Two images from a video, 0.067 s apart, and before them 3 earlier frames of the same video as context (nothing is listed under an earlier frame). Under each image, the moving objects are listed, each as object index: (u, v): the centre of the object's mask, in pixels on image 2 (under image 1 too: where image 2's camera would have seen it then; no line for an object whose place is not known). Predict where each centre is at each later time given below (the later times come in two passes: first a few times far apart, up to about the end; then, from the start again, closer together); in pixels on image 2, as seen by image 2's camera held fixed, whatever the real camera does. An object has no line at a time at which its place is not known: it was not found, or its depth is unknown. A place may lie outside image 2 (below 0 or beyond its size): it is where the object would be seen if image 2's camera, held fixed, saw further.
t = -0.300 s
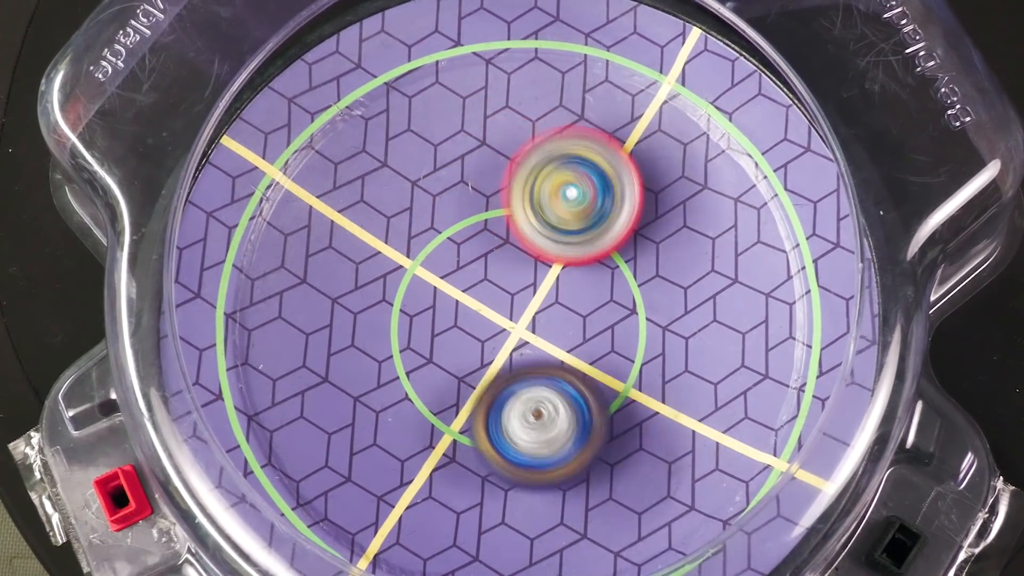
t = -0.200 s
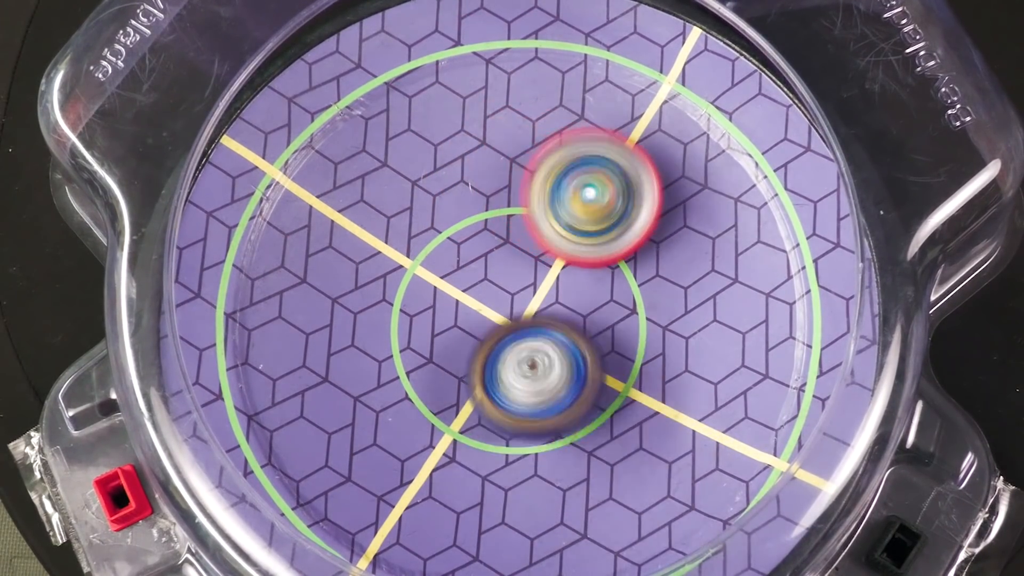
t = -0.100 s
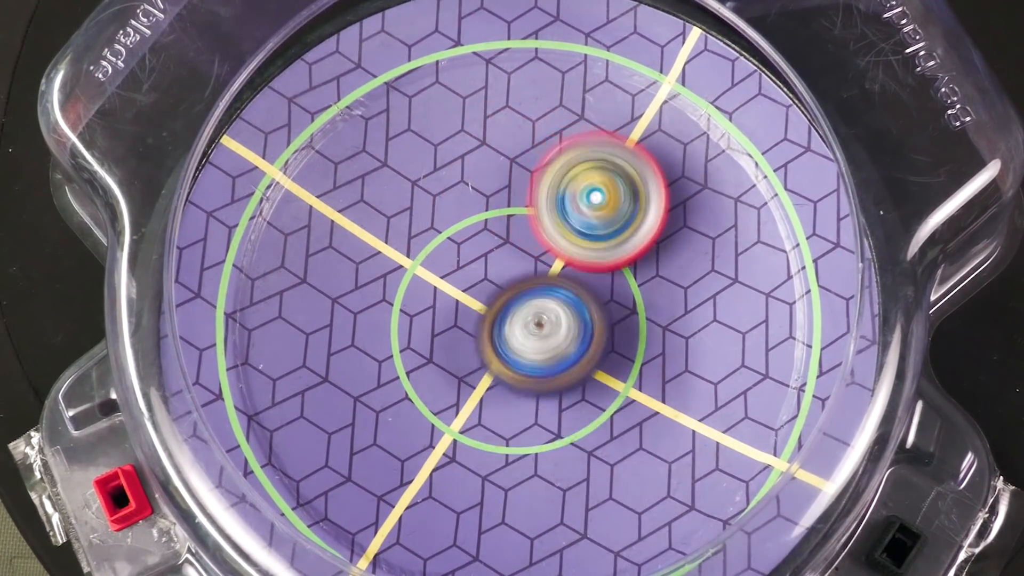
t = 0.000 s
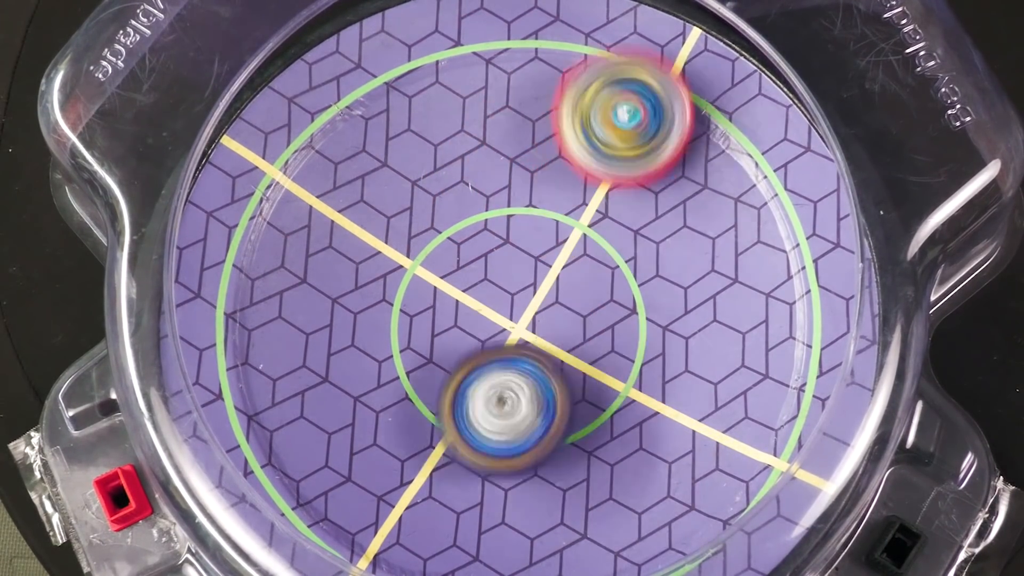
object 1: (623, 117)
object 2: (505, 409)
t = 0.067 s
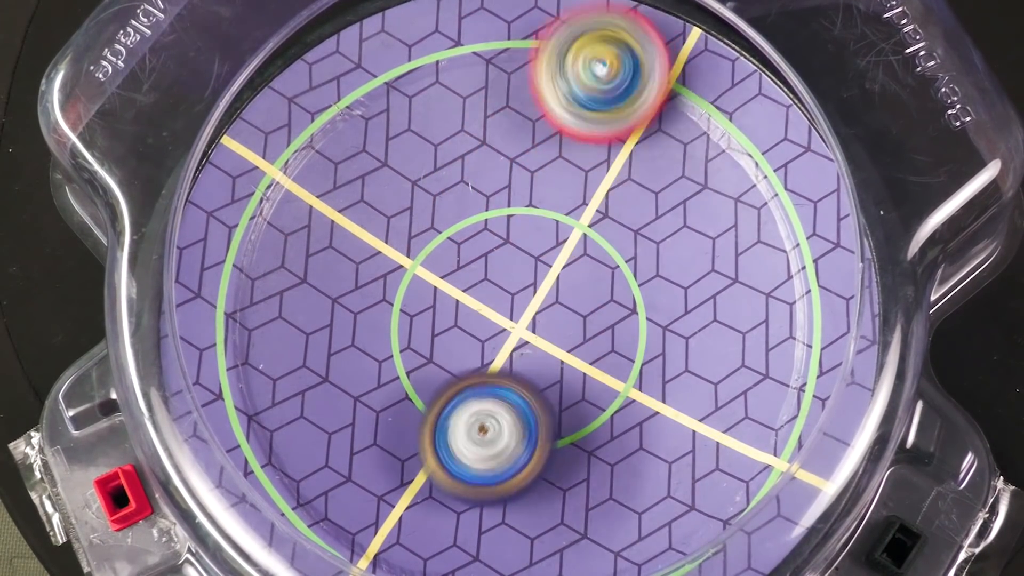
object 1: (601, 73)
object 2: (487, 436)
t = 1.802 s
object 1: (688, 163)
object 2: (376, 348)
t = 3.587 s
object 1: (512, 391)
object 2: (515, 215)
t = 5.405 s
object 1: (474, 316)
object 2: (605, 249)
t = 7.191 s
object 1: (457, 321)
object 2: (603, 263)
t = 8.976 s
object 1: (430, 307)
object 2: (628, 294)
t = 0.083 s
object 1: (591, 66)
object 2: (486, 439)
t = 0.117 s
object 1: (561, 60)
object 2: (483, 440)
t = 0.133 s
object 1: (543, 60)
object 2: (483, 440)
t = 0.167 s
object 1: (510, 66)
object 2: (482, 433)
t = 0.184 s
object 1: (497, 74)
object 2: (481, 430)
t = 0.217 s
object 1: (475, 96)
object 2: (480, 419)
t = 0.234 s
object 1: (468, 110)
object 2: (479, 412)
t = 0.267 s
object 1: (458, 140)
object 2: (478, 399)
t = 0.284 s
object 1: (456, 157)
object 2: (479, 391)
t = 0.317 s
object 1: (458, 190)
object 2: (479, 379)
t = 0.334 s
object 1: (461, 208)
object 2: (479, 372)
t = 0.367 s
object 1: (471, 221)
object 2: (486, 381)
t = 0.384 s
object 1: (474, 214)
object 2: (494, 398)
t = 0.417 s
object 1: (482, 207)
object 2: (506, 426)
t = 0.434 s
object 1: (487, 206)
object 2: (511, 437)
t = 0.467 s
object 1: (498, 206)
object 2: (520, 452)
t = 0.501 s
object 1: (508, 206)
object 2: (526, 458)
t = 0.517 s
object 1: (514, 206)
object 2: (527, 458)
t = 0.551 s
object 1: (525, 204)
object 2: (526, 457)
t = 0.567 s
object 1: (529, 204)
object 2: (526, 457)
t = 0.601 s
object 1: (539, 202)
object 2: (523, 452)
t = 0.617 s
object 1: (543, 201)
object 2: (521, 450)
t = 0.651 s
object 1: (550, 198)
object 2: (518, 444)
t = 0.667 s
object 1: (553, 195)
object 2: (516, 440)
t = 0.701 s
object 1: (557, 193)
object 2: (513, 434)
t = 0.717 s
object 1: (558, 193)
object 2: (512, 429)
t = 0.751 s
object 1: (560, 193)
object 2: (510, 421)
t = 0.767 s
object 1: (561, 193)
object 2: (509, 417)
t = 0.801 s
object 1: (561, 195)
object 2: (508, 407)
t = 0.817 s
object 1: (561, 196)
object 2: (507, 403)
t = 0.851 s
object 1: (562, 202)
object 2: (507, 393)
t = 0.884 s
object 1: (563, 210)
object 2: (508, 383)
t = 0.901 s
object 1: (564, 214)
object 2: (508, 378)
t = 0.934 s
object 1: (566, 223)
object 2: (509, 367)
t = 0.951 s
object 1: (569, 228)
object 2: (509, 361)
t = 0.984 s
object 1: (581, 225)
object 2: (504, 366)
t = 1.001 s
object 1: (591, 213)
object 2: (493, 380)
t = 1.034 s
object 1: (606, 192)
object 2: (474, 400)
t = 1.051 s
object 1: (611, 182)
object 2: (468, 406)
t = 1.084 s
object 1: (616, 164)
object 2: (455, 415)
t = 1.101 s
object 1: (616, 152)
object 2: (451, 416)
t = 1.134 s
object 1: (612, 134)
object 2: (443, 415)
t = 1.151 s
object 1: (607, 128)
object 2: (439, 413)
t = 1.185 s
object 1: (593, 117)
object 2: (435, 407)
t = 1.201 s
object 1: (584, 114)
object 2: (433, 403)
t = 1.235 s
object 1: (564, 117)
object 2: (430, 395)
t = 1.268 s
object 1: (546, 130)
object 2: (429, 385)
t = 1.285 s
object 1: (538, 139)
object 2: (428, 381)
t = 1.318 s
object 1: (526, 162)
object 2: (429, 370)
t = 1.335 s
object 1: (523, 174)
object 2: (429, 367)
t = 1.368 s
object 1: (519, 200)
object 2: (430, 357)
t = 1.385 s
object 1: (520, 214)
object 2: (431, 353)
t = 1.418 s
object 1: (526, 240)
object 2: (433, 345)
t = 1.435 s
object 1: (539, 246)
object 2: (425, 349)
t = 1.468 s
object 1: (571, 250)
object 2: (398, 365)
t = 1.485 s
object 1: (584, 251)
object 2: (390, 372)
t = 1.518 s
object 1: (609, 253)
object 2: (375, 379)
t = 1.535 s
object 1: (623, 252)
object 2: (370, 380)
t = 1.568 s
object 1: (645, 247)
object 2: (363, 378)
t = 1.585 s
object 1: (655, 244)
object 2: (362, 376)
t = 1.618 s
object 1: (675, 235)
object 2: (360, 372)
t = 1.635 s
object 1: (684, 229)
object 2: (360, 370)
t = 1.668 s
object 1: (698, 217)
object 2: (361, 365)
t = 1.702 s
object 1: (708, 203)
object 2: (363, 361)
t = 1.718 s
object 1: (709, 195)
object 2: (365, 359)
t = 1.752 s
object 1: (707, 179)
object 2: (369, 354)
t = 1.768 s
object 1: (702, 172)
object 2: (371, 352)
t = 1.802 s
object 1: (688, 163)
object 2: (376, 348)
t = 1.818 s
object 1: (678, 161)
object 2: (378, 346)
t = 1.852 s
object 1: (656, 164)
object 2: (383, 341)
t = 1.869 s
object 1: (646, 170)
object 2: (385, 340)
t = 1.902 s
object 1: (626, 185)
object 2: (390, 335)
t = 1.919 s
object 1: (617, 194)
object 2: (393, 333)
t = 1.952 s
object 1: (601, 214)
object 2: (398, 329)
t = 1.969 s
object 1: (595, 227)
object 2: (401, 328)
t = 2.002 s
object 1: (584, 250)
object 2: (408, 323)
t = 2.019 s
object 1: (579, 262)
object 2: (411, 322)
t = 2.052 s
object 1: (573, 286)
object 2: (419, 319)
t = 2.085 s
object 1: (571, 311)
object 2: (427, 316)
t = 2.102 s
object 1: (573, 323)
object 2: (429, 315)
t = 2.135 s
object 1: (578, 345)
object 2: (436, 313)
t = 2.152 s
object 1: (581, 356)
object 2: (438, 313)
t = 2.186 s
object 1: (590, 377)
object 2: (445, 310)
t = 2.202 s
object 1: (596, 385)
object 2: (448, 309)
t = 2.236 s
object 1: (609, 402)
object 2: (457, 307)
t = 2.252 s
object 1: (616, 409)
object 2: (460, 305)
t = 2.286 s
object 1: (633, 420)
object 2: (467, 303)
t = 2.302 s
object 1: (642, 422)
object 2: (471, 302)
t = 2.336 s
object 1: (661, 425)
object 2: (479, 300)
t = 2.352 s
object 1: (671, 422)
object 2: (483, 300)
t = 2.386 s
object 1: (685, 413)
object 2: (491, 298)
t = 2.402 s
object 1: (690, 406)
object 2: (495, 298)
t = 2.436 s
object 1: (691, 387)
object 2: (502, 296)
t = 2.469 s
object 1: (683, 369)
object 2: (509, 294)
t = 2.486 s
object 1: (675, 360)
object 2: (513, 294)
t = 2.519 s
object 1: (657, 346)
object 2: (521, 293)
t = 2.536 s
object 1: (654, 343)
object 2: (519, 291)
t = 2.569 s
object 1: (653, 339)
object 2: (503, 283)
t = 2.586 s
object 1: (651, 337)
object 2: (498, 279)
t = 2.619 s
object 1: (645, 332)
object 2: (489, 274)
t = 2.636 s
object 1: (641, 329)
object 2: (488, 272)
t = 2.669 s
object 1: (628, 326)
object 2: (487, 268)
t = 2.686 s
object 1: (621, 325)
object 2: (487, 266)
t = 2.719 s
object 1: (610, 326)
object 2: (482, 261)
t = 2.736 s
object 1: (606, 329)
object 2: (479, 259)
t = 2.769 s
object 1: (598, 332)
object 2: (475, 252)
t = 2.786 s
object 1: (592, 335)
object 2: (475, 249)
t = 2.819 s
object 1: (581, 342)
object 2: (477, 244)
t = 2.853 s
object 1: (569, 352)
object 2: (477, 239)
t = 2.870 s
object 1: (565, 358)
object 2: (478, 236)
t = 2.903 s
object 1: (556, 370)
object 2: (480, 231)
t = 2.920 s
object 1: (553, 376)
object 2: (481, 229)
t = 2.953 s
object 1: (548, 385)
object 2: (484, 225)
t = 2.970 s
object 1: (547, 390)
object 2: (485, 223)
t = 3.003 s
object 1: (546, 394)
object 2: (488, 220)
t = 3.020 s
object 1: (548, 397)
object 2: (488, 219)
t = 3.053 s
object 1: (549, 399)
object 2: (491, 217)
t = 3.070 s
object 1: (549, 400)
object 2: (492, 216)
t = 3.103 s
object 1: (548, 399)
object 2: (494, 215)
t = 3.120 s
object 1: (549, 398)
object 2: (495, 214)
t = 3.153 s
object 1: (547, 394)
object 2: (497, 214)
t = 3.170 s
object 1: (547, 391)
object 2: (498, 214)
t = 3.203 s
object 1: (546, 385)
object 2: (500, 214)
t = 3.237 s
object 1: (542, 378)
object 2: (501, 215)
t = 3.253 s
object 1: (539, 374)
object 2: (502, 216)
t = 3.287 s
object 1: (529, 364)
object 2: (503, 218)
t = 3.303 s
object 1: (524, 360)
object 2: (504, 219)
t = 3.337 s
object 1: (514, 361)
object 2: (504, 216)
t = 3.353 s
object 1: (510, 366)
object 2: (504, 212)
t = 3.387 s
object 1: (504, 376)
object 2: (505, 207)
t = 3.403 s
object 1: (502, 380)
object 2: (506, 206)
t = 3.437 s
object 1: (500, 388)
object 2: (508, 206)
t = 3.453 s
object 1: (501, 391)
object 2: (509, 206)
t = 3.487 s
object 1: (504, 394)
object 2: (511, 208)
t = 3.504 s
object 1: (504, 395)
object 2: (512, 209)
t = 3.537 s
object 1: (508, 395)
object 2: (513, 211)
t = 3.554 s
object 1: (509, 394)
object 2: (514, 212)
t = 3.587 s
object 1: (512, 391)
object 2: (515, 215)
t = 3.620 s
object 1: (515, 385)
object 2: (516, 219)
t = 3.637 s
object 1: (517, 381)
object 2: (517, 220)
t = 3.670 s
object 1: (518, 374)
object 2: (517, 224)
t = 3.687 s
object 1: (519, 369)
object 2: (517, 226)
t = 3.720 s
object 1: (519, 381)
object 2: (516, 211)
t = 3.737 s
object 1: (522, 398)
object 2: (513, 190)
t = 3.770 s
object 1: (527, 419)
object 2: (509, 155)
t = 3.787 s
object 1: (533, 426)
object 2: (507, 140)
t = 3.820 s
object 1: (546, 437)
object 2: (506, 118)
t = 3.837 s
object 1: (552, 442)
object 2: (506, 111)
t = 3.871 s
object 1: (569, 448)
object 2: (508, 102)
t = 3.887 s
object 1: (579, 449)
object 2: (510, 100)
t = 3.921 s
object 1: (593, 446)
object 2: (513, 99)
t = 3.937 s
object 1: (602, 441)
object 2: (514, 99)
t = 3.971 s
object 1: (614, 426)
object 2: (517, 101)
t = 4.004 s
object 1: (618, 408)
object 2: (518, 106)
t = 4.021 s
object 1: (620, 399)
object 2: (518, 109)
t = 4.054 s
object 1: (616, 380)
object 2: (518, 114)
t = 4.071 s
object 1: (612, 371)
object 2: (519, 117)
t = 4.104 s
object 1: (602, 352)
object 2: (519, 125)
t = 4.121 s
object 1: (596, 346)
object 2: (519, 128)
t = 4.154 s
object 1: (580, 331)
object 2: (520, 135)
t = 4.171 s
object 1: (571, 325)
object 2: (520, 139)
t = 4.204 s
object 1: (553, 314)
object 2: (522, 146)
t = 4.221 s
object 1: (543, 309)
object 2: (522, 148)
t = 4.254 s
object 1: (522, 301)
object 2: (524, 156)
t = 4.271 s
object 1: (512, 298)
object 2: (524, 159)
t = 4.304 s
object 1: (491, 303)
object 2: (524, 158)
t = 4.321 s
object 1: (481, 303)
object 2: (524, 159)
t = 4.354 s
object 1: (461, 307)
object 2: (525, 163)
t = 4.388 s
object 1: (442, 314)
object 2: (526, 168)
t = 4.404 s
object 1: (432, 318)
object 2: (526, 171)
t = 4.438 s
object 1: (416, 327)
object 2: (527, 178)
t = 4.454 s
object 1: (409, 332)
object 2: (528, 182)
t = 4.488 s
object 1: (398, 345)
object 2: (527, 189)
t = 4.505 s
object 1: (394, 351)
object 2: (528, 192)
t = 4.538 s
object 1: (389, 367)
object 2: (529, 199)
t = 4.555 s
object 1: (389, 375)
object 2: (528, 203)
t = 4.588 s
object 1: (394, 388)
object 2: (528, 211)
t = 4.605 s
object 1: (400, 394)
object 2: (528, 215)
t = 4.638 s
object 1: (414, 402)
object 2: (528, 224)
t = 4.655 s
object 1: (423, 404)
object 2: (529, 229)
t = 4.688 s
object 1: (444, 401)
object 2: (529, 237)
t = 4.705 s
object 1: (451, 398)
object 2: (528, 242)
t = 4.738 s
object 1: (467, 388)
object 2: (529, 249)
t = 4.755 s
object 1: (473, 384)
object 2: (530, 253)
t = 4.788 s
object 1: (477, 387)
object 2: (541, 240)
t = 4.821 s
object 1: (482, 384)
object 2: (553, 228)
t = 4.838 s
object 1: (485, 380)
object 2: (559, 224)
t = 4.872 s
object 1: (489, 371)
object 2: (565, 221)
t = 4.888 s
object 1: (491, 366)
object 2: (568, 220)
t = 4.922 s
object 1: (494, 353)
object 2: (573, 223)
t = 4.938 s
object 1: (494, 348)
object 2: (575, 225)
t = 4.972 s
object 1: (492, 336)
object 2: (580, 227)
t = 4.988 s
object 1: (488, 336)
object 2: (584, 224)
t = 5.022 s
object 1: (482, 335)
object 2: (589, 222)
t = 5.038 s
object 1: (478, 336)
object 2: (592, 222)
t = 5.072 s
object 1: (474, 337)
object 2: (597, 224)
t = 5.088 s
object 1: (470, 336)
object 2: (597, 225)
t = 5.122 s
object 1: (468, 336)
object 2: (600, 227)
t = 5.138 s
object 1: (466, 336)
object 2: (601, 229)
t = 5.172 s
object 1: (466, 335)
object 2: (602, 232)
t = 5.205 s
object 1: (466, 335)
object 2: (604, 233)
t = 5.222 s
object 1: (466, 334)
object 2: (604, 235)
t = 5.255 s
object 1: (466, 331)
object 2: (605, 237)
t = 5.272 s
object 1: (466, 331)
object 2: (605, 238)
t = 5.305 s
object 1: (467, 328)
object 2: (605, 241)
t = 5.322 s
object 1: (468, 326)
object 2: (606, 242)
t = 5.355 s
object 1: (471, 323)
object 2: (606, 245)
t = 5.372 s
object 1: (471, 320)
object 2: (605, 246)
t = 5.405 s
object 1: (474, 316)
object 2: (605, 249)
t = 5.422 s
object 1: (474, 313)
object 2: (604, 251)
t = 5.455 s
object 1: (462, 314)
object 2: (618, 245)
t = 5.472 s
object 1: (454, 316)
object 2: (628, 241)
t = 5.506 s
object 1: (441, 321)
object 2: (640, 238)
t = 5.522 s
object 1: (436, 324)
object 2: (644, 236)
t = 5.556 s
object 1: (426, 331)
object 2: (650, 237)
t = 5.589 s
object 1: (420, 342)
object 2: (651, 239)
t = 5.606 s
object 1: (419, 346)
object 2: (652, 240)
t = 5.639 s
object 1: (420, 353)
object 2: (651, 242)
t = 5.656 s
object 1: (422, 356)
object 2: (650, 243)
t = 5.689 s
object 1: (428, 360)
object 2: (649, 246)
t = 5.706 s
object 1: (432, 361)
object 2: (648, 248)
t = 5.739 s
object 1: (441, 362)
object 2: (646, 250)
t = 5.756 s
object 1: (445, 360)
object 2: (645, 252)
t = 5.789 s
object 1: (458, 356)
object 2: (641, 255)
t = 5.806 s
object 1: (464, 350)
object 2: (639, 255)
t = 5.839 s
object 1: (476, 340)
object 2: (634, 259)
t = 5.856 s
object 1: (480, 335)
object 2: (632, 259)
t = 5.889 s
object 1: (489, 322)
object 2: (627, 263)
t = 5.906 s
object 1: (489, 316)
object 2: (626, 263)
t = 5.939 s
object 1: (477, 312)
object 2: (636, 254)
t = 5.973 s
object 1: (465, 308)
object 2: (640, 251)
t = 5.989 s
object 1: (459, 308)
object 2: (641, 251)
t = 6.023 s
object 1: (447, 308)
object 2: (639, 252)
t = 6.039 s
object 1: (441, 310)
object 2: (639, 253)
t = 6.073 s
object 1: (434, 311)
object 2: (635, 254)
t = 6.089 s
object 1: (434, 312)
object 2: (633, 255)
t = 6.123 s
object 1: (431, 315)
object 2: (629, 257)
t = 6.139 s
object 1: (431, 316)
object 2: (627, 258)
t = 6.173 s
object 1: (431, 318)
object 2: (622, 260)
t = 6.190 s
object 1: (432, 320)
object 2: (619, 261)
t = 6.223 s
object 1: (434, 321)
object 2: (613, 263)
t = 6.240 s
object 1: (438, 321)
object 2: (609, 265)
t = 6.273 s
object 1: (443, 321)
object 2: (603, 267)
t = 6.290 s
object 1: (446, 320)
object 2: (600, 269)
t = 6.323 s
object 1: (453, 318)
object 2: (593, 272)
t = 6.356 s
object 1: (452, 320)
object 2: (597, 269)
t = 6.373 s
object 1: (450, 321)
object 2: (599, 268)
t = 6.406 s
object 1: (449, 322)
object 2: (599, 267)
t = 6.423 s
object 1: (449, 323)
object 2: (598, 269)
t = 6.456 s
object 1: (452, 323)
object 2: (594, 271)
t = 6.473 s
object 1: (452, 323)
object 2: (593, 272)
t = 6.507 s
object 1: (454, 322)
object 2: (591, 273)
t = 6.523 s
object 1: (446, 327)
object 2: (597, 268)
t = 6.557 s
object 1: (434, 337)
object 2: (609, 261)
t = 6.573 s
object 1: (430, 342)
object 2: (613, 259)
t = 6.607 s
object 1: (424, 354)
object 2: (616, 257)
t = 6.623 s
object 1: (422, 359)
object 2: (616, 259)
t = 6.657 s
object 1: (424, 370)
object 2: (616, 260)
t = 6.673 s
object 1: (426, 376)
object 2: (615, 262)
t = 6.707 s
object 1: (436, 383)
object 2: (613, 264)
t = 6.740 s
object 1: (446, 386)
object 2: (611, 266)
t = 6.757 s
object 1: (453, 386)
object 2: (609, 267)
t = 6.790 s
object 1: (466, 383)
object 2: (607, 269)
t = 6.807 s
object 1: (474, 379)
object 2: (604, 271)
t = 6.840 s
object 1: (484, 369)
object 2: (601, 273)
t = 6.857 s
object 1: (487, 365)
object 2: (599, 274)
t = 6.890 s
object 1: (481, 363)
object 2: (610, 264)
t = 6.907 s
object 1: (478, 363)
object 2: (614, 259)
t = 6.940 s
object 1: (474, 361)
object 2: (617, 255)
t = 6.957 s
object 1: (472, 360)
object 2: (618, 255)
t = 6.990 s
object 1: (469, 356)
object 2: (617, 255)
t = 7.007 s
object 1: (468, 355)
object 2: (617, 255)
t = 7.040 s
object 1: (465, 348)
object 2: (616, 256)
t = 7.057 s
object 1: (465, 346)
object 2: (615, 256)
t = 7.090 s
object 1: (462, 341)
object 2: (613, 258)
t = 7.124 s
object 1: (461, 334)
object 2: (610, 259)
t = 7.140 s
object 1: (460, 332)
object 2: (609, 259)
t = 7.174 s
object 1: (459, 325)
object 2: (604, 262)
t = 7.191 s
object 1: (457, 321)
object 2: (603, 263)
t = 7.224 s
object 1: (457, 313)
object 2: (598, 265)
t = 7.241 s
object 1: (456, 310)
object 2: (596, 266)
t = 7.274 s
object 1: (451, 304)
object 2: (595, 266)
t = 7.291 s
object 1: (446, 302)
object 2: (596, 266)
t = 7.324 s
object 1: (435, 299)
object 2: (597, 265)
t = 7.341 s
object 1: (431, 298)
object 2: (596, 267)
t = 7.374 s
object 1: (424, 299)
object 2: (594, 268)
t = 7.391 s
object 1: (422, 299)
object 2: (592, 270)
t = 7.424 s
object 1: (419, 301)
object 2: (589, 272)
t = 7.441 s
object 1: (419, 301)
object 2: (587, 273)
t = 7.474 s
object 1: (419, 302)
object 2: (584, 275)
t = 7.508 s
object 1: (421, 303)
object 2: (581, 278)
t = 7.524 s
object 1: (425, 305)
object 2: (578, 279)
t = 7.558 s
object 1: (430, 305)
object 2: (574, 282)
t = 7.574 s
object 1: (432, 305)
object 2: (575, 282)
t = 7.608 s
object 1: (434, 306)
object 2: (578, 282)
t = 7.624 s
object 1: (436, 306)
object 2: (577, 282)
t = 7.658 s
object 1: (428, 308)
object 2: (588, 278)
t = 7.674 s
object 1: (422, 311)
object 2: (597, 277)
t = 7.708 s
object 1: (415, 316)
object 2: (608, 274)
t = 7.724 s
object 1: (411, 319)
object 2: (611, 275)
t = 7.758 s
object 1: (407, 325)
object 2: (615, 276)
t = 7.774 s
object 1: (405, 329)
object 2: (615, 277)
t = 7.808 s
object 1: (406, 335)
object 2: (617, 278)
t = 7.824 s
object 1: (408, 338)
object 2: (616, 279)
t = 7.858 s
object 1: (412, 341)
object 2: (617, 280)
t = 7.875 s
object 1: (415, 342)
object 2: (616, 281)
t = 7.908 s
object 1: (424, 344)
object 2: (616, 282)
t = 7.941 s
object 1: (437, 342)
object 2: (615, 283)
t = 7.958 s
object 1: (442, 341)
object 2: (616, 284)
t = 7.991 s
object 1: (456, 336)
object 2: (615, 285)
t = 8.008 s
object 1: (461, 333)
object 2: (614, 286)
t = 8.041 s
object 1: (472, 324)
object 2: (611, 287)
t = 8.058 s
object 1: (470, 321)
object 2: (620, 283)
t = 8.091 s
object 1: (455, 316)
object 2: (647, 278)
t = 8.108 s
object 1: (450, 313)
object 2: (659, 276)
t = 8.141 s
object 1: (442, 307)
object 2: (673, 273)
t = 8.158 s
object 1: (438, 303)
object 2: (679, 273)
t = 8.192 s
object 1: (429, 299)
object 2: (685, 270)
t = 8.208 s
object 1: (427, 296)
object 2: (686, 271)
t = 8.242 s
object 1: (420, 293)
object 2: (687, 271)
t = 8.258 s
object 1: (417, 290)
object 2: (686, 271)
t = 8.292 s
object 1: (414, 288)
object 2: (683, 273)
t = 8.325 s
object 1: (412, 288)
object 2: (677, 276)
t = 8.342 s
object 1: (412, 287)
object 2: (675, 277)
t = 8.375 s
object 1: (414, 287)
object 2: (667, 280)
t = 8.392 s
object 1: (415, 286)
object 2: (664, 281)
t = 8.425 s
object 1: (418, 286)
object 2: (656, 284)
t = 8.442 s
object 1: (422, 286)
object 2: (653, 284)
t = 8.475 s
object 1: (426, 286)
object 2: (645, 284)
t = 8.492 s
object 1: (432, 285)
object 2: (641, 285)
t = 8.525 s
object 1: (443, 283)
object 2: (632, 283)
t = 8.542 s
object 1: (448, 282)
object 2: (627, 283)
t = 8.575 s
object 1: (459, 277)
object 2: (616, 281)
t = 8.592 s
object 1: (464, 276)
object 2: (610, 282)
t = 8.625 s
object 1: (458, 271)
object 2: (617, 279)
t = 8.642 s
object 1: (449, 269)
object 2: (627, 278)
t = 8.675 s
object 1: (434, 268)
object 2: (645, 275)
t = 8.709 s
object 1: (427, 268)
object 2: (654, 274)
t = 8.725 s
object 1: (422, 270)
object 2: (655, 274)
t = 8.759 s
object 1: (412, 273)
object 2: (654, 274)
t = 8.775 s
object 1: (409, 275)
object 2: (652, 275)
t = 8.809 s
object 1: (405, 281)
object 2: (651, 278)
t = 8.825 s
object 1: (403, 285)
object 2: (649, 279)
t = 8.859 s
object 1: (405, 290)
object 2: (645, 282)
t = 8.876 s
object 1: (406, 294)
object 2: (643, 283)
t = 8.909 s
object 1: (411, 299)
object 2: (638, 287)
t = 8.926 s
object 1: (415, 301)
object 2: (636, 289)
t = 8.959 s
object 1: (426, 305)
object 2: (630, 292)
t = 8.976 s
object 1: (430, 307)
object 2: (628, 294)
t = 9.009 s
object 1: (442, 307)
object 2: (622, 297)
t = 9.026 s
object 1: (449, 308)
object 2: (618, 299)
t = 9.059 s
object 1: (459, 308)
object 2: (611, 303)
